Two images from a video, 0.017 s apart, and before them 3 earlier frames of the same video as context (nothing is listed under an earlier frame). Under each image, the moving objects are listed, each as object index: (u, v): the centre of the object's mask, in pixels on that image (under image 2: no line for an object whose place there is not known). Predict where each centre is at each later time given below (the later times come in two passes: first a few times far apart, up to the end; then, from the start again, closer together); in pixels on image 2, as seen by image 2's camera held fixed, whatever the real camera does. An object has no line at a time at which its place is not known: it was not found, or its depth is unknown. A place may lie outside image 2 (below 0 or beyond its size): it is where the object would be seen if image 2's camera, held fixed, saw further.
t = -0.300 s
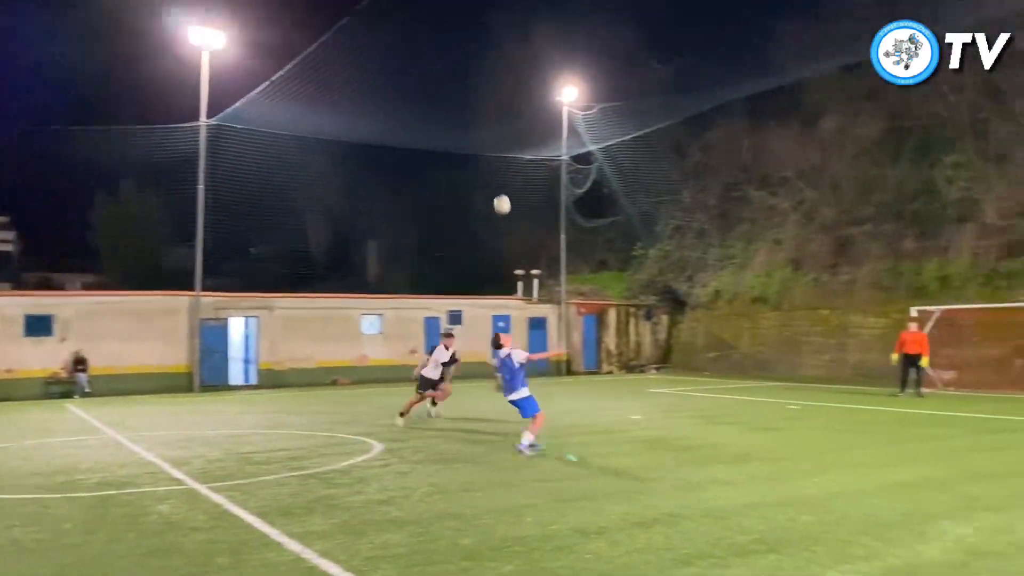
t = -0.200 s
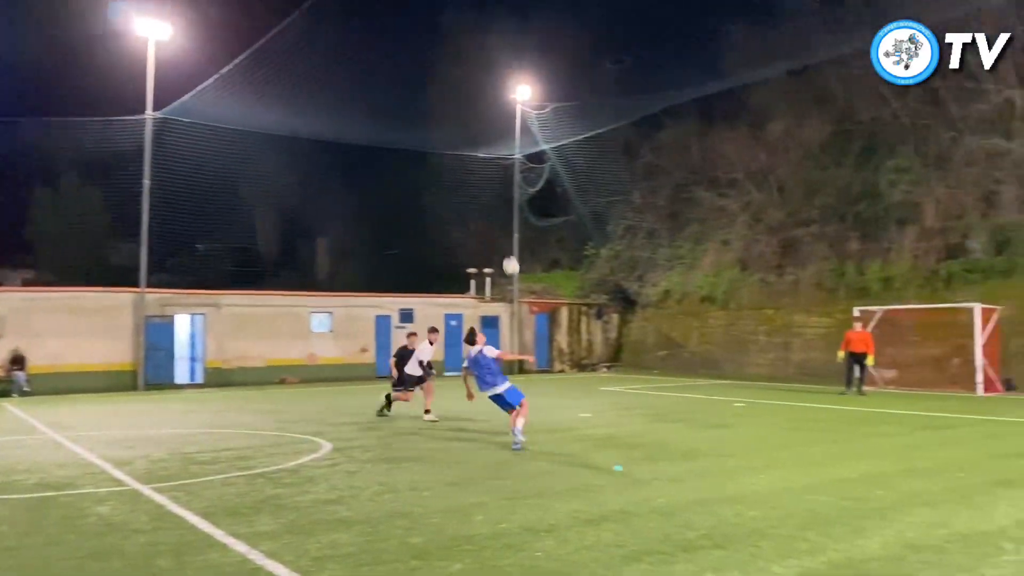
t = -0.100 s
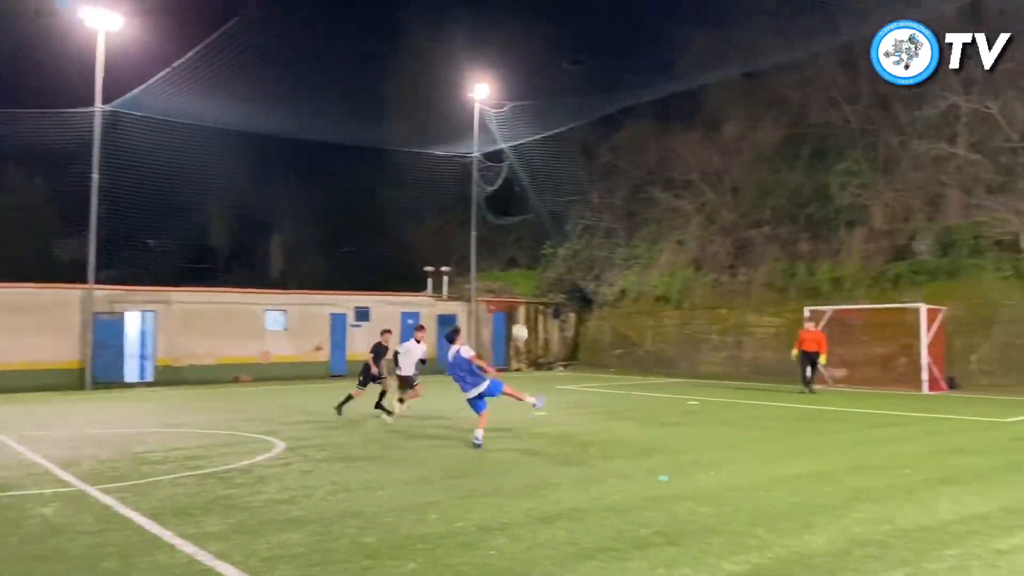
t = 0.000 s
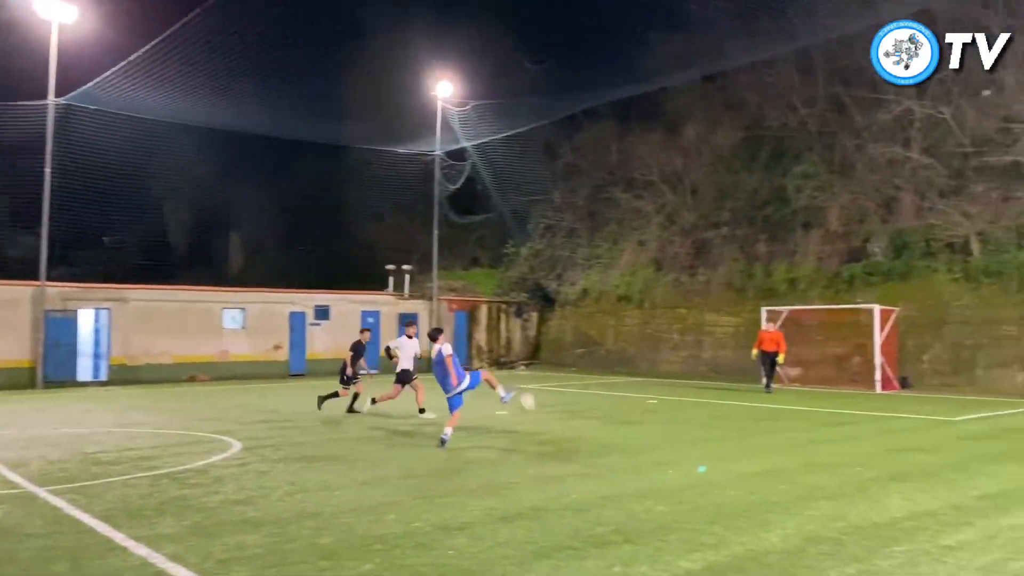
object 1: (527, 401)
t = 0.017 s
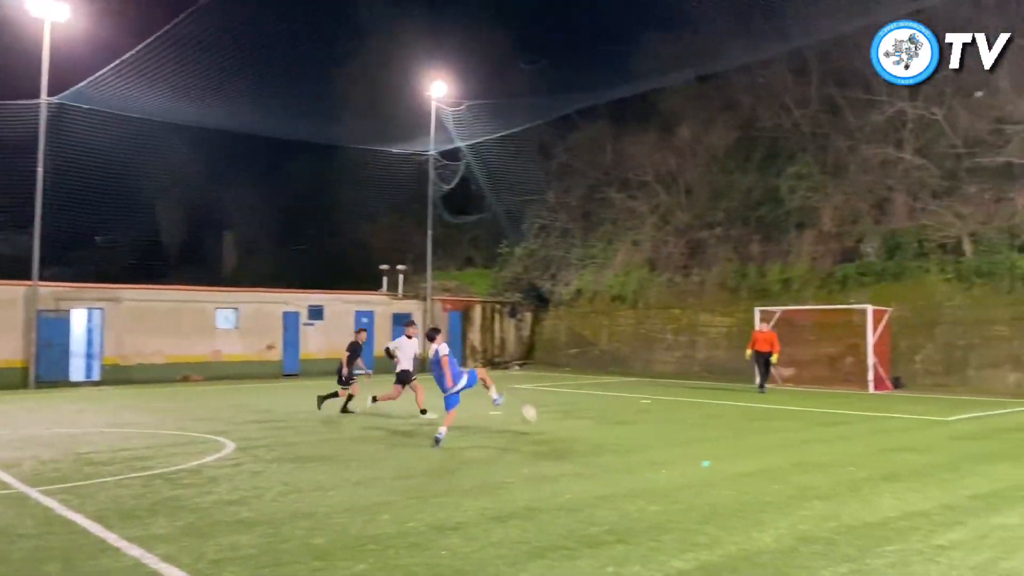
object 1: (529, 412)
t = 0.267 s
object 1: (590, 322)
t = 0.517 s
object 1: (642, 257)
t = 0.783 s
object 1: (693, 236)
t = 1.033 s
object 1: (738, 256)
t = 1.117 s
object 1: (752, 270)
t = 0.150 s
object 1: (564, 370)
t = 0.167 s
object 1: (568, 364)
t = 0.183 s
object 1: (572, 356)
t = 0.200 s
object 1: (575, 348)
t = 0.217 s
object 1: (579, 342)
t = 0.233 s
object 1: (583, 335)
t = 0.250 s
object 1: (586, 328)
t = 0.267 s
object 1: (590, 322)
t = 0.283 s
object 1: (593, 316)
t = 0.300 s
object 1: (597, 310)
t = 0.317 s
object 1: (601, 305)
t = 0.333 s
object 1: (604, 299)
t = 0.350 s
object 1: (608, 295)
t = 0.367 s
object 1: (612, 290)
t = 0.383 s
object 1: (615, 285)
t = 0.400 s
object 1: (618, 281)
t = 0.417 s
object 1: (622, 277)
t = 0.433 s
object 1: (625, 273)
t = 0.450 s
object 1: (628, 269)
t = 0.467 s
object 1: (632, 266)
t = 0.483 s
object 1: (635, 262)
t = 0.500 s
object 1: (639, 259)
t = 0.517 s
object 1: (642, 257)
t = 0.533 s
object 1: (645, 254)
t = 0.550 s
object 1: (648, 251)
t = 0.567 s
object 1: (652, 249)
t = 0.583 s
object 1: (655, 247)
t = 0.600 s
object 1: (658, 245)
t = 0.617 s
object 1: (661, 244)
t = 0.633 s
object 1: (665, 242)
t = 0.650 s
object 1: (668, 241)
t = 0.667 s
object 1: (671, 240)
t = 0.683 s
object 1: (674, 239)
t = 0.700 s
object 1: (677, 238)
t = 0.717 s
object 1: (681, 237)
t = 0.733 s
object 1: (684, 237)
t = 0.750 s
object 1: (687, 236)
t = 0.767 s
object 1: (690, 236)
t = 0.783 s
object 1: (693, 236)
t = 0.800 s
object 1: (696, 237)
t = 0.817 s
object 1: (699, 237)
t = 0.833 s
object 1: (702, 237)
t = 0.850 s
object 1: (705, 238)
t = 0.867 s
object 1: (708, 239)
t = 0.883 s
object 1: (711, 240)
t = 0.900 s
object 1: (714, 241)
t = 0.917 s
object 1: (717, 243)
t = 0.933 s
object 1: (720, 244)
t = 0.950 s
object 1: (723, 246)
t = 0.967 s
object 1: (726, 248)
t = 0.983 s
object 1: (729, 249)
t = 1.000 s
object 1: (732, 252)
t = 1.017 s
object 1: (735, 254)
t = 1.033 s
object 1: (738, 256)
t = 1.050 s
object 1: (741, 259)
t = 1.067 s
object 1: (743, 262)
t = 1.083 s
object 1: (746, 265)
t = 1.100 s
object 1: (749, 267)
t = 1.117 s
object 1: (752, 270)
